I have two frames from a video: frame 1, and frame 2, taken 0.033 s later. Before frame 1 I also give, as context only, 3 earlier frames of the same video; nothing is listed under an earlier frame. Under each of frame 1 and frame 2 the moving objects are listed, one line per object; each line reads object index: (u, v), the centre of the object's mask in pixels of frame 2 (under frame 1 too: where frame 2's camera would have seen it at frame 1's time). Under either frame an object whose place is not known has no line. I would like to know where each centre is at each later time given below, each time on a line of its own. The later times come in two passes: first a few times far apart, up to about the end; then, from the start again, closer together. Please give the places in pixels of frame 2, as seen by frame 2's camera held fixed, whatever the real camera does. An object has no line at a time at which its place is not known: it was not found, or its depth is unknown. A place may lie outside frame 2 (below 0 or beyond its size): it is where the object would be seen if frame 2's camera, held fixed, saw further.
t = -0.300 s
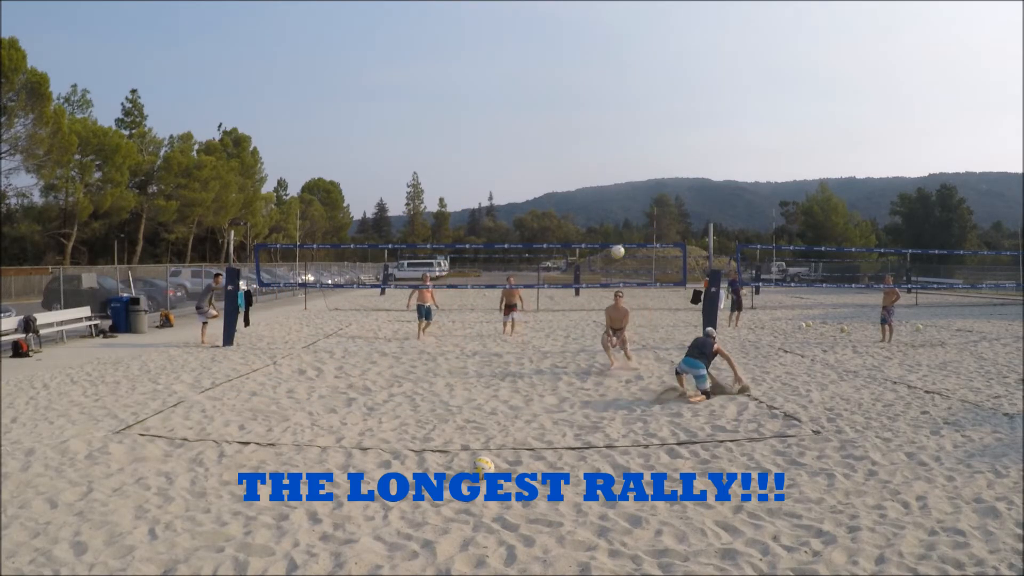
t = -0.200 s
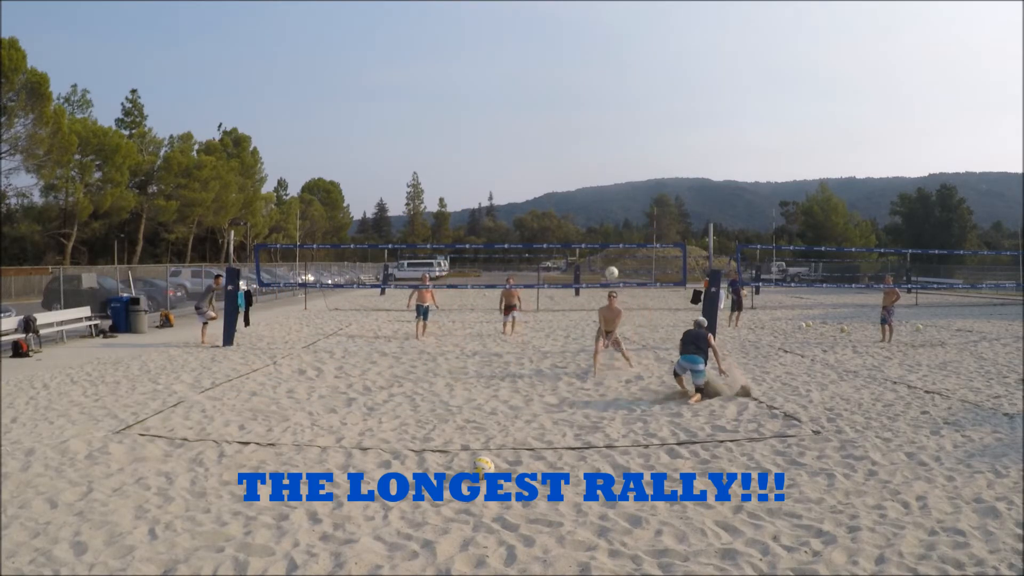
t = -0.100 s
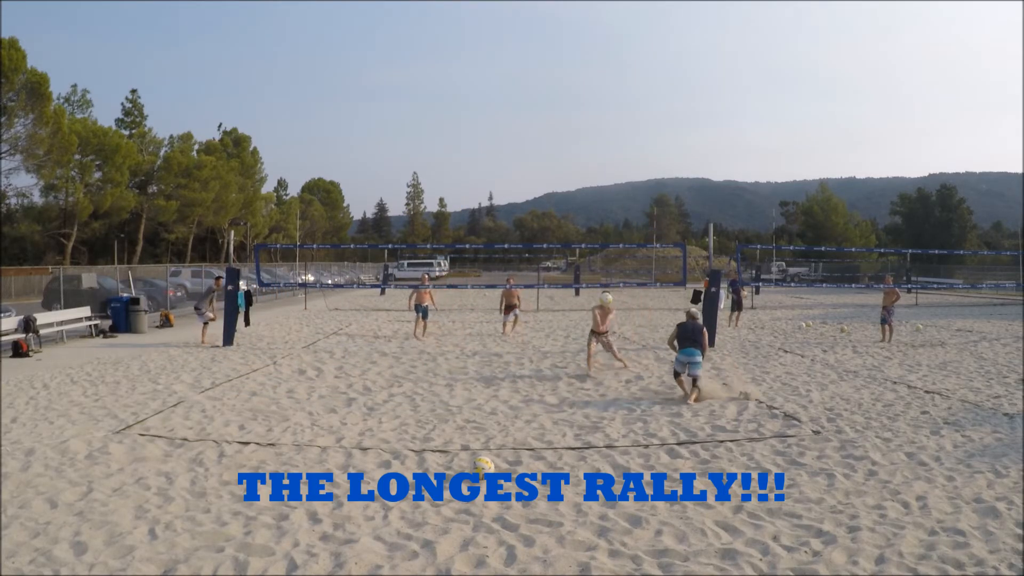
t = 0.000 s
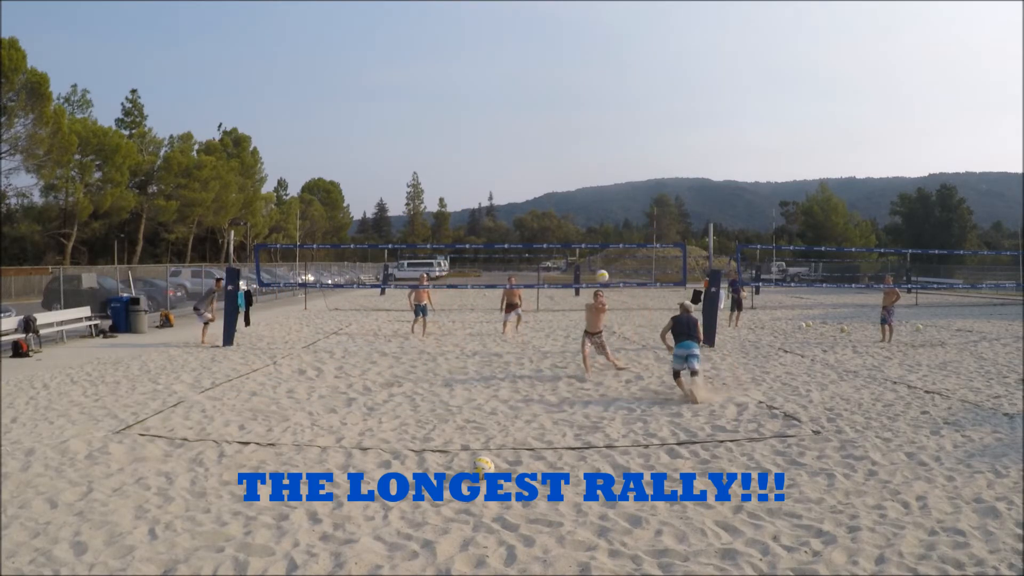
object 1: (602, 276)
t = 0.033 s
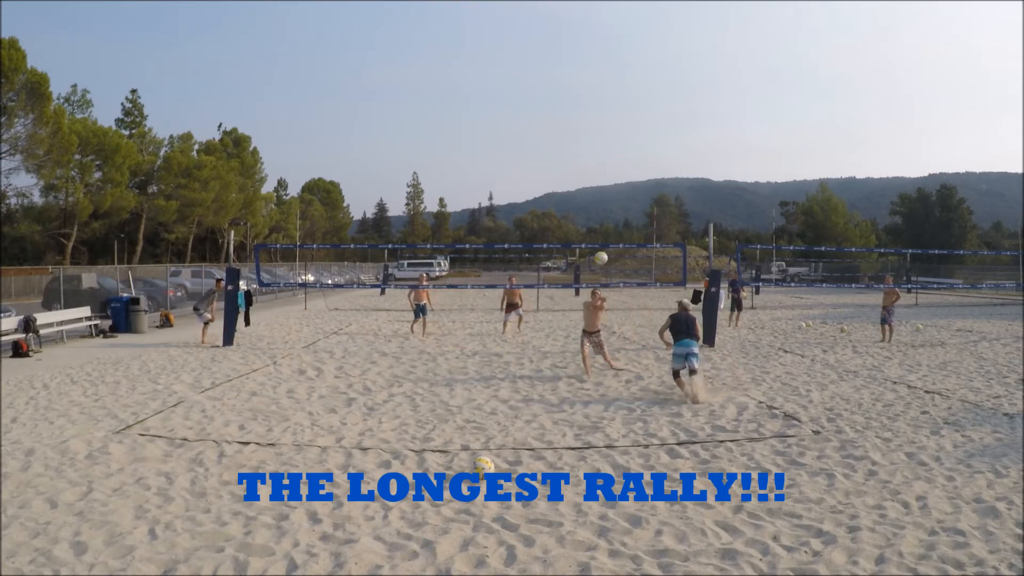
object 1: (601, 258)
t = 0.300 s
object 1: (591, 141)
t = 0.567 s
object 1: (581, 70)
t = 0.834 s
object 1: (572, 41)
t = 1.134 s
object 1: (562, 48)
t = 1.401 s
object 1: (553, 90)
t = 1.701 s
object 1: (543, 176)
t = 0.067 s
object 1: (600, 241)
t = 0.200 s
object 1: (595, 180)
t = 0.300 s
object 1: (591, 141)
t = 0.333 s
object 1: (590, 130)
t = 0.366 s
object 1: (589, 119)
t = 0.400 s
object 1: (587, 109)
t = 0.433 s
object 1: (586, 100)
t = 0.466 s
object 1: (585, 92)
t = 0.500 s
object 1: (583, 84)
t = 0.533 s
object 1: (582, 77)
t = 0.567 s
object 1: (581, 70)
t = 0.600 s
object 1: (579, 65)
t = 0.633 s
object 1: (578, 60)
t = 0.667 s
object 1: (577, 55)
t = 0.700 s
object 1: (576, 51)
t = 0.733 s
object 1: (575, 48)
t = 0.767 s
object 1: (574, 45)
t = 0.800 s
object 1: (573, 42)
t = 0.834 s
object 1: (572, 41)
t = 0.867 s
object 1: (571, 39)
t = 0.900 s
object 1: (570, 39)
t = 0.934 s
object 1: (569, 38)
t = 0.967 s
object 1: (567, 39)
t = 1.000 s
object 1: (566, 39)
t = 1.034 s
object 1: (565, 41)
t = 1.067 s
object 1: (564, 43)
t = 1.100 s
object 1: (563, 45)
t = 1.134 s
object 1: (562, 48)
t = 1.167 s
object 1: (561, 52)
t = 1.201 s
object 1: (560, 55)
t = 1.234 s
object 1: (559, 60)
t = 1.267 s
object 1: (558, 65)
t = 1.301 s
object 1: (557, 70)
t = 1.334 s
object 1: (555, 77)
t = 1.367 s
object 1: (554, 83)
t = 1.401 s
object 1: (553, 90)
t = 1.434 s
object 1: (552, 97)
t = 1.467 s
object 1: (551, 105)
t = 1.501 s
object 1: (550, 114)
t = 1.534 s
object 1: (548, 123)
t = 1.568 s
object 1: (547, 133)
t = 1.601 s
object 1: (546, 143)
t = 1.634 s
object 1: (545, 153)
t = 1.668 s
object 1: (544, 164)
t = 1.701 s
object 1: (543, 176)
